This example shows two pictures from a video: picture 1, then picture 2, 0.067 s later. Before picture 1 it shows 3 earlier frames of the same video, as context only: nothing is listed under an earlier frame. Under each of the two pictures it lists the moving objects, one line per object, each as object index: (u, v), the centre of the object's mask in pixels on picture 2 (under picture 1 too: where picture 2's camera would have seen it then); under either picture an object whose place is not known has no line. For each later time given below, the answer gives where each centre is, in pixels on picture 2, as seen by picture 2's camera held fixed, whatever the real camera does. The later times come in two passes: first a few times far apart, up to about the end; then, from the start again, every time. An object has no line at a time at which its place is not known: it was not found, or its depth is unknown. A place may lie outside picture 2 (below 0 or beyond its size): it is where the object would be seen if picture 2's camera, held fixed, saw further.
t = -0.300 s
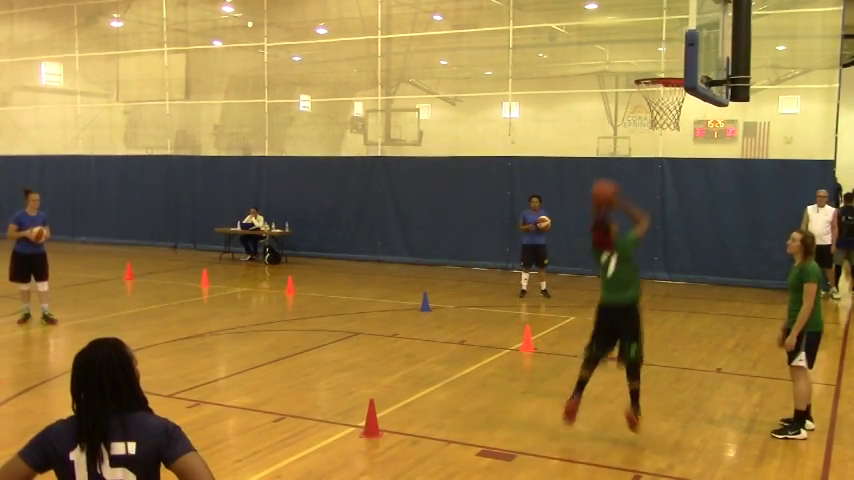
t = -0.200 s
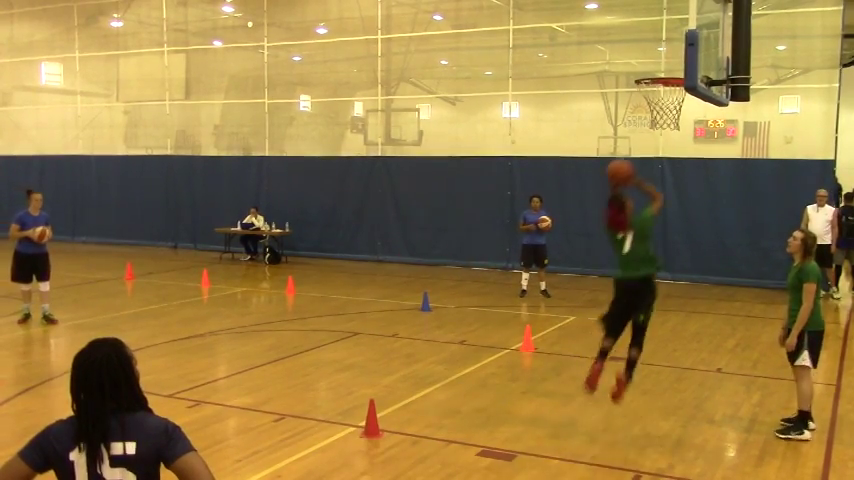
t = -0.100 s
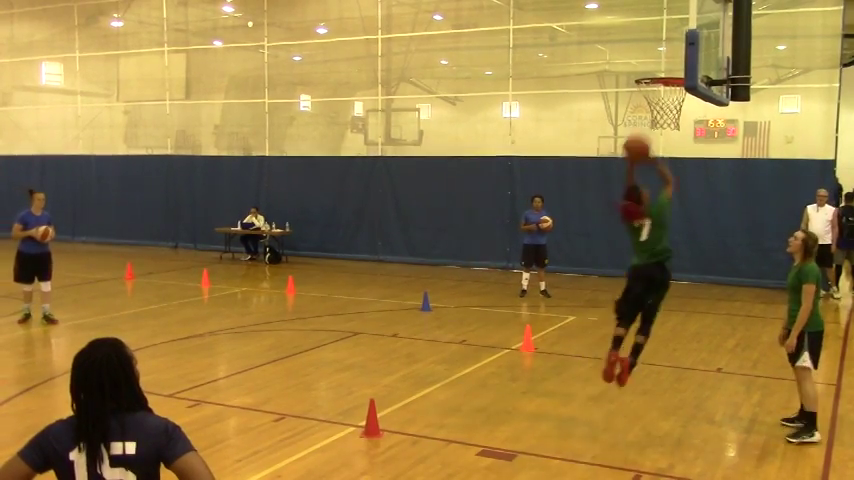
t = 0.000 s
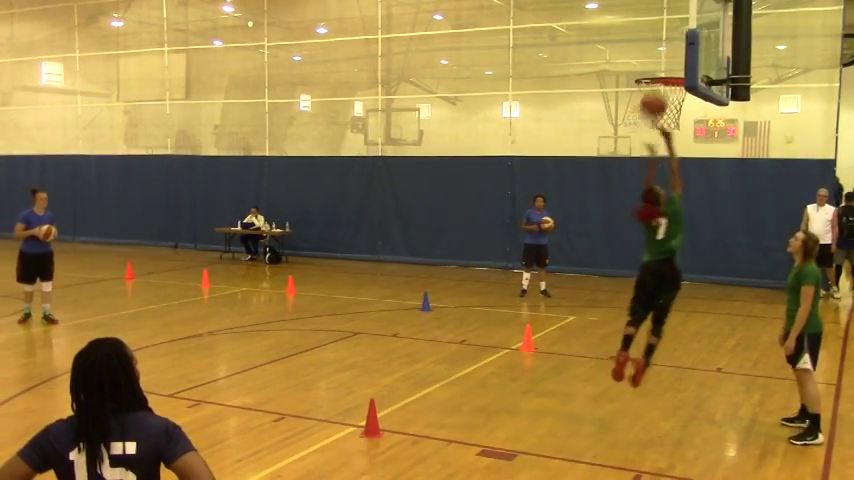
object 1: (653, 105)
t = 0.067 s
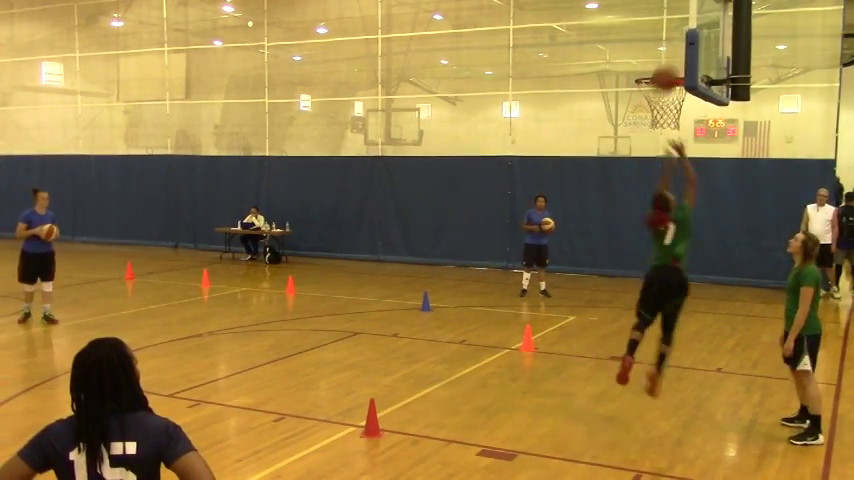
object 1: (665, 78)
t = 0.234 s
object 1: (682, 38)
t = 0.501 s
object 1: (670, 55)
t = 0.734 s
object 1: (651, 114)
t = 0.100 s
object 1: (670, 67)
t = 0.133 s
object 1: (674, 58)
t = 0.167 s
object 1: (678, 49)
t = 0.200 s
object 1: (681, 41)
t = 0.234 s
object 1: (682, 38)
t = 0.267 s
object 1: (681, 35)
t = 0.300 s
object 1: (680, 35)
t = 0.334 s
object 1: (678, 35)
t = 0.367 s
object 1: (678, 37)
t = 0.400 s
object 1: (679, 40)
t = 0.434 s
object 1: (676, 43)
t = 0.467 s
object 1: (673, 48)
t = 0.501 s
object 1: (670, 55)
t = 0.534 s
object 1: (667, 62)
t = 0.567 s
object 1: (665, 69)
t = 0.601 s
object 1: (662, 79)
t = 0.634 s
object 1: (658, 91)
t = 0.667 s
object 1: (656, 98)
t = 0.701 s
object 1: (653, 107)
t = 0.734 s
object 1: (651, 114)
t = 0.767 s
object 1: (650, 120)
